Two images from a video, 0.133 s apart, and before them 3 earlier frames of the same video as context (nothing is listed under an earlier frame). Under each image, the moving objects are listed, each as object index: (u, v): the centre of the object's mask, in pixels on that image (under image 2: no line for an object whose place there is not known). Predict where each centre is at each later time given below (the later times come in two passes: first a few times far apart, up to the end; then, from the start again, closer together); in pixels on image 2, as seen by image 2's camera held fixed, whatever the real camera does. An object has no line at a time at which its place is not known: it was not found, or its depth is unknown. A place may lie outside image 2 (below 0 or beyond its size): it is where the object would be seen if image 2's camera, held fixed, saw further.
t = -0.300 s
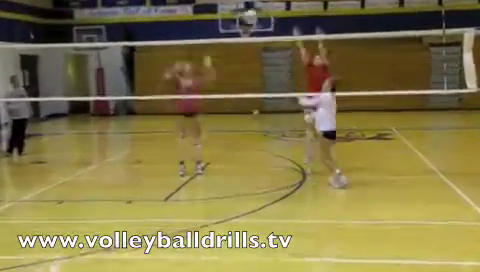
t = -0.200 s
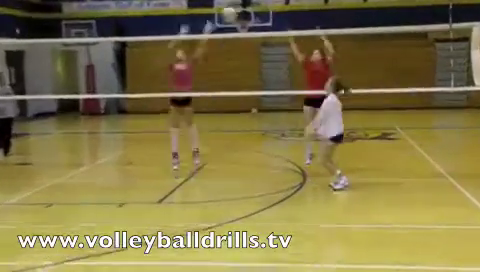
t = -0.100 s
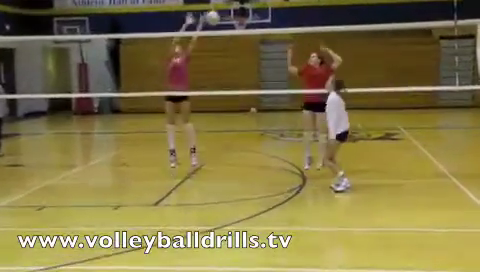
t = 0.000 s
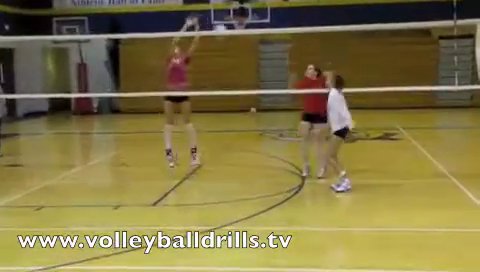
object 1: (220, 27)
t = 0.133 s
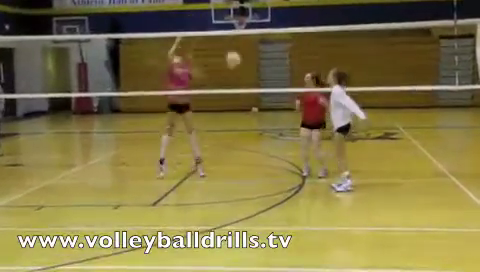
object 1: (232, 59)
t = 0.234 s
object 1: (240, 83)
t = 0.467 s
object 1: (254, 110)
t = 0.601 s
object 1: (262, 137)
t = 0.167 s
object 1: (235, 67)
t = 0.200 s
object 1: (237, 76)
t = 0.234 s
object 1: (240, 83)
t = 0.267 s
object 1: (242, 85)
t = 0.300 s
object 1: (244, 86)
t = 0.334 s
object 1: (246, 91)
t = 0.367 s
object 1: (249, 97)
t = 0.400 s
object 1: (250, 101)
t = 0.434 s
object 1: (252, 105)
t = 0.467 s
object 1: (254, 110)
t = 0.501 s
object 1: (256, 114)
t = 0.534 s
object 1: (259, 121)
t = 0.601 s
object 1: (262, 137)
